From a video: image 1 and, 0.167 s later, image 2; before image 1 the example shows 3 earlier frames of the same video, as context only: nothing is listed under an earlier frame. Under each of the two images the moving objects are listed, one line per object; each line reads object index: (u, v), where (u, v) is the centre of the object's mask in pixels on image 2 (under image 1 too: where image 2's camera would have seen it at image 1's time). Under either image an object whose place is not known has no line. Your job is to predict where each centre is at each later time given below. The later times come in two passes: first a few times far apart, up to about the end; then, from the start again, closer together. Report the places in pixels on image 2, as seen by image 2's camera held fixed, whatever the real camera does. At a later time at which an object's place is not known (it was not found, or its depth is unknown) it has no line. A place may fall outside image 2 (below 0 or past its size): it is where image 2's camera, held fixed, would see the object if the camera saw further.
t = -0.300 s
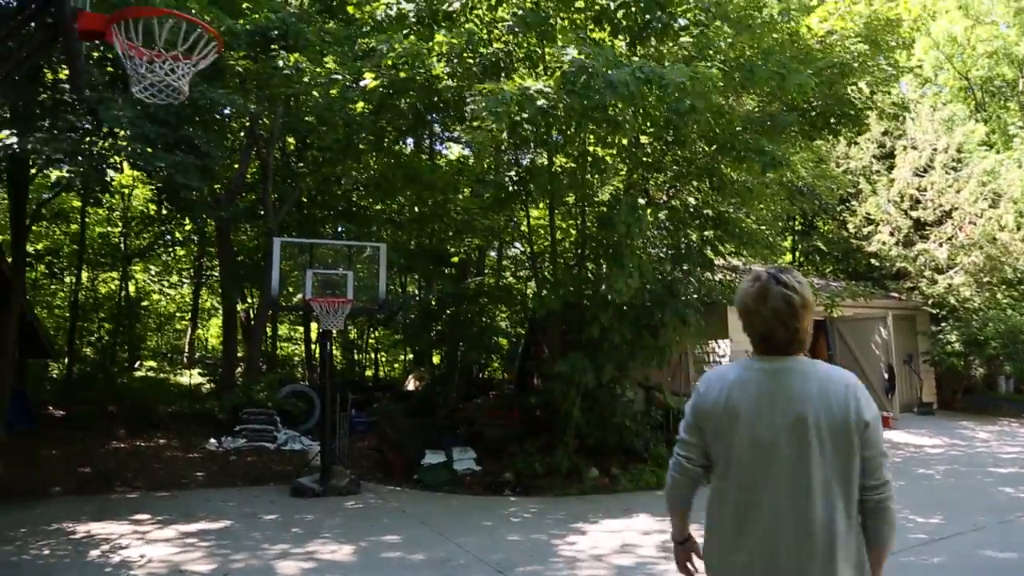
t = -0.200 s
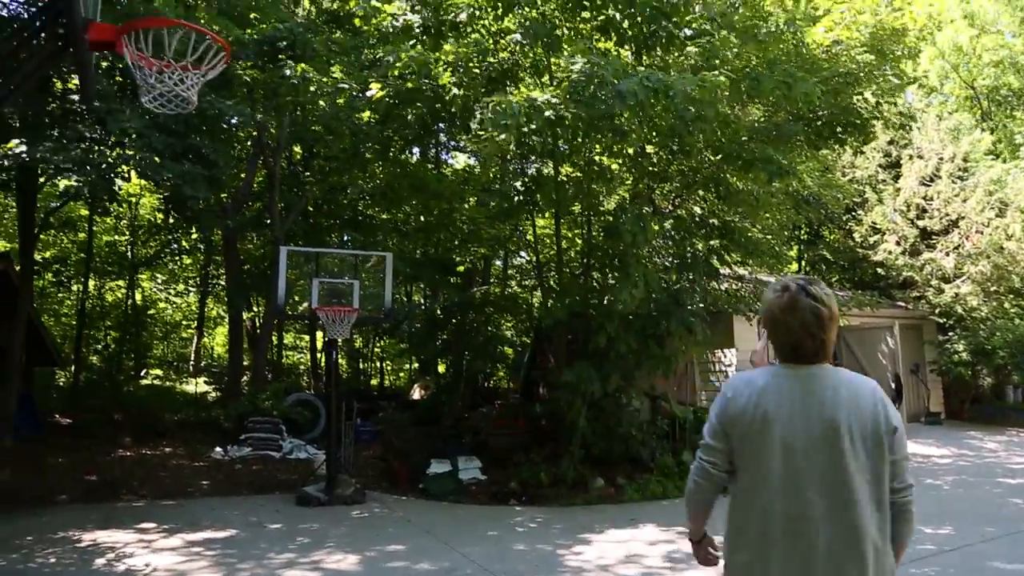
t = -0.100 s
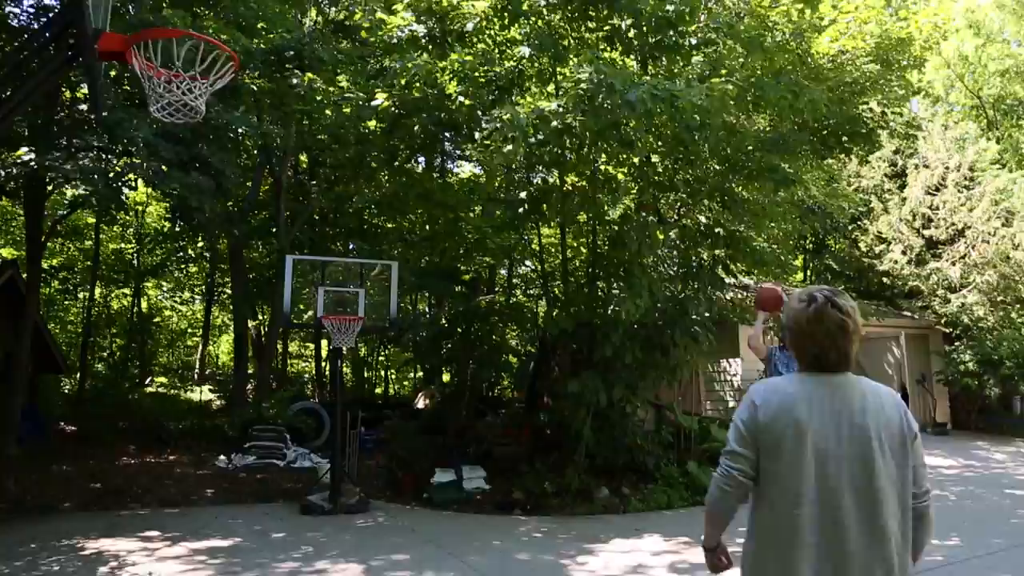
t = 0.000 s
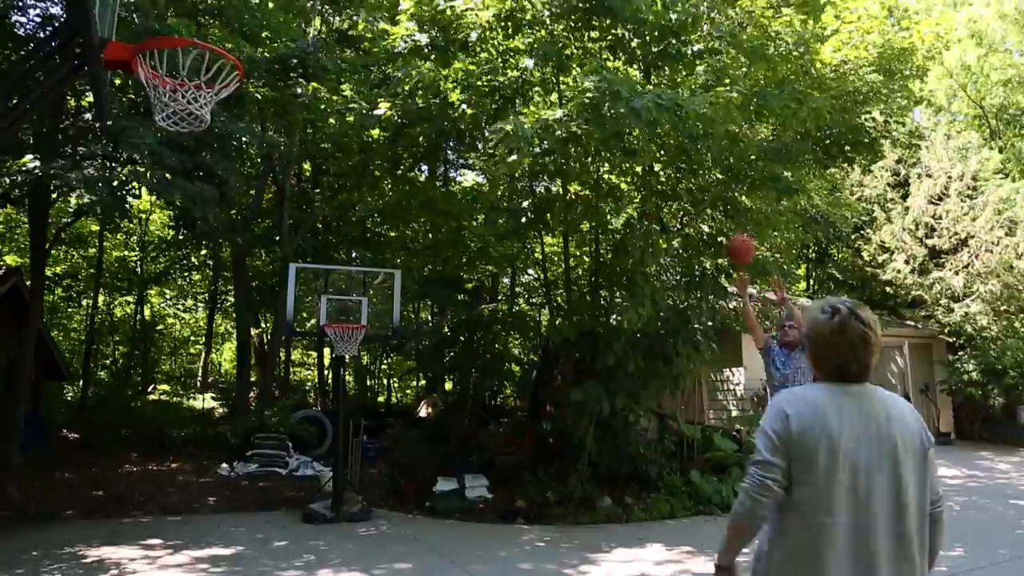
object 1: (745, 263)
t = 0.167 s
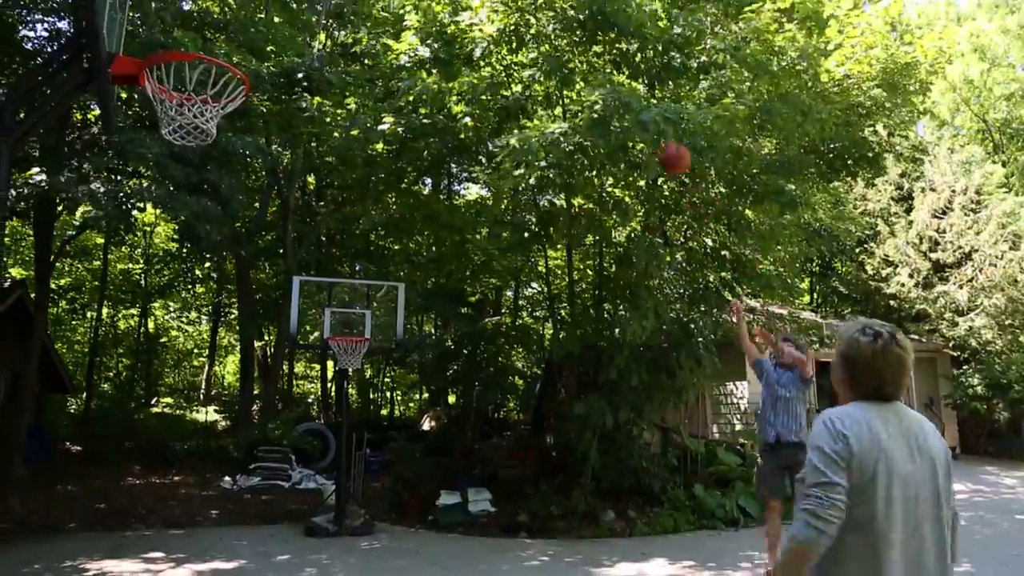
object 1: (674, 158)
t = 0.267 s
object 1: (628, 107)
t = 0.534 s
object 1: (480, 14)
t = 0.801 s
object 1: (278, 10)
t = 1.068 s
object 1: (175, -34)
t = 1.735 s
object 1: (220, -43)
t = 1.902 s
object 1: (221, 55)
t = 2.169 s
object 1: (171, 126)
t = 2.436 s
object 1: (194, 151)
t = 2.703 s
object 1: (207, 316)
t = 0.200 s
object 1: (660, 141)
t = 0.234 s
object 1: (646, 124)
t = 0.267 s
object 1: (628, 107)
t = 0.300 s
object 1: (612, 92)
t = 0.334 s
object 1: (595, 78)
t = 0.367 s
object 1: (577, 64)
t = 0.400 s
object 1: (559, 52)
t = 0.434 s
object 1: (542, 41)
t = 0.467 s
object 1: (521, 31)
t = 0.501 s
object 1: (502, 22)
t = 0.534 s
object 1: (480, 14)
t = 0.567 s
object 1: (458, 8)
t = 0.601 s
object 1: (437, 3)
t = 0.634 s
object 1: (412, 0)
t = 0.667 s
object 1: (388, -1)
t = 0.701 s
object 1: (362, -2)
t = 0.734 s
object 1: (336, 0)
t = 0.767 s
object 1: (308, 5)
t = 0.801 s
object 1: (278, 10)
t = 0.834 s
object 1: (246, 18)
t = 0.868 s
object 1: (214, 28)
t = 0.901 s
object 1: (177, 36)
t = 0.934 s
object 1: (152, 40)
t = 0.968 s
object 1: (158, 18)
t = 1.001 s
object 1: (164, -5)
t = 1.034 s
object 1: (169, -23)
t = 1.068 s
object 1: (175, -34)
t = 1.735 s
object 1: (220, -43)
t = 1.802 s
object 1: (218, -17)
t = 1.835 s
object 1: (218, 11)
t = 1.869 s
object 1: (217, 37)
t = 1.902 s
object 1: (221, 55)
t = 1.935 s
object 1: (201, 84)
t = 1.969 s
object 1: (184, 102)
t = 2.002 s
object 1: (179, 131)
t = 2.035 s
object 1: (177, 126)
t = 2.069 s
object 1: (176, 123)
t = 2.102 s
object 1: (174, 123)
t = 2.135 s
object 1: (173, 123)
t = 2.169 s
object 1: (171, 126)
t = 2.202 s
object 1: (175, 130)
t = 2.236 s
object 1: (178, 132)
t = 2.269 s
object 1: (182, 132)
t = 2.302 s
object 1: (184, 134)
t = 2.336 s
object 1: (185, 138)
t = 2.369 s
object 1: (188, 141)
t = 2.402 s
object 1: (190, 145)
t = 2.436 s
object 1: (194, 151)
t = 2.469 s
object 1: (195, 162)
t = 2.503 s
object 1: (199, 175)
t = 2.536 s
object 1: (200, 192)
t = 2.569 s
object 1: (203, 212)
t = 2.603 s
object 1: (205, 233)
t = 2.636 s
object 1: (207, 257)
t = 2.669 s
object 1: (207, 285)
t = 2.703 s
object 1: (207, 316)
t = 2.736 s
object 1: (208, 350)
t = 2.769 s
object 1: (211, 388)
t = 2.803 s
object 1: (213, 429)
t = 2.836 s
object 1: (212, 470)
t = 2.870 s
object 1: (214, 518)
